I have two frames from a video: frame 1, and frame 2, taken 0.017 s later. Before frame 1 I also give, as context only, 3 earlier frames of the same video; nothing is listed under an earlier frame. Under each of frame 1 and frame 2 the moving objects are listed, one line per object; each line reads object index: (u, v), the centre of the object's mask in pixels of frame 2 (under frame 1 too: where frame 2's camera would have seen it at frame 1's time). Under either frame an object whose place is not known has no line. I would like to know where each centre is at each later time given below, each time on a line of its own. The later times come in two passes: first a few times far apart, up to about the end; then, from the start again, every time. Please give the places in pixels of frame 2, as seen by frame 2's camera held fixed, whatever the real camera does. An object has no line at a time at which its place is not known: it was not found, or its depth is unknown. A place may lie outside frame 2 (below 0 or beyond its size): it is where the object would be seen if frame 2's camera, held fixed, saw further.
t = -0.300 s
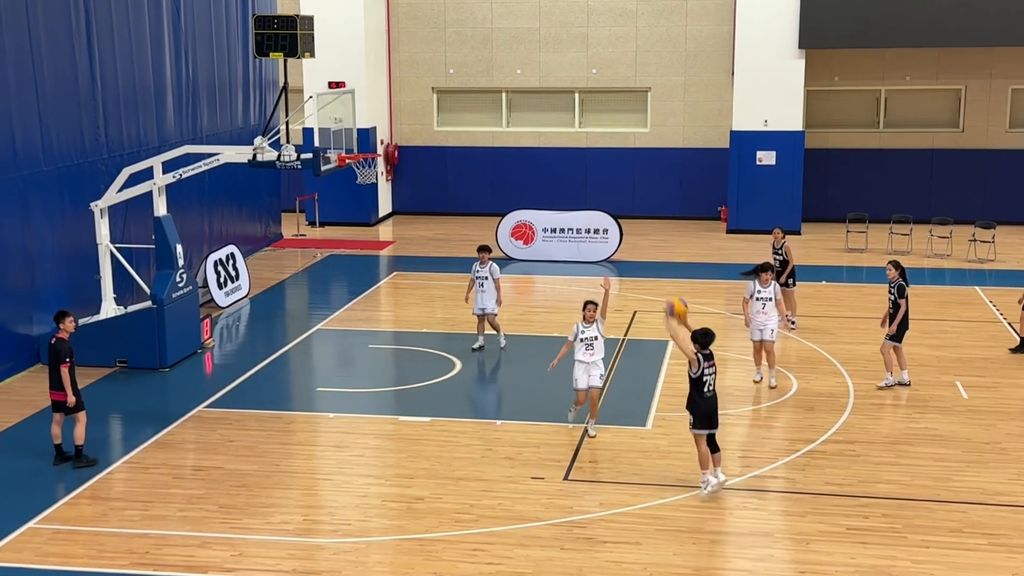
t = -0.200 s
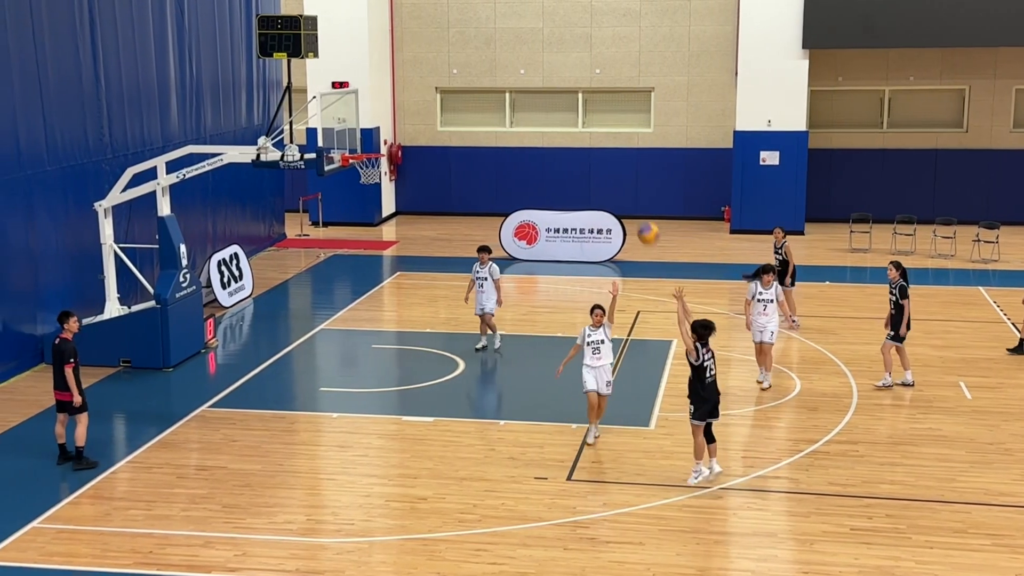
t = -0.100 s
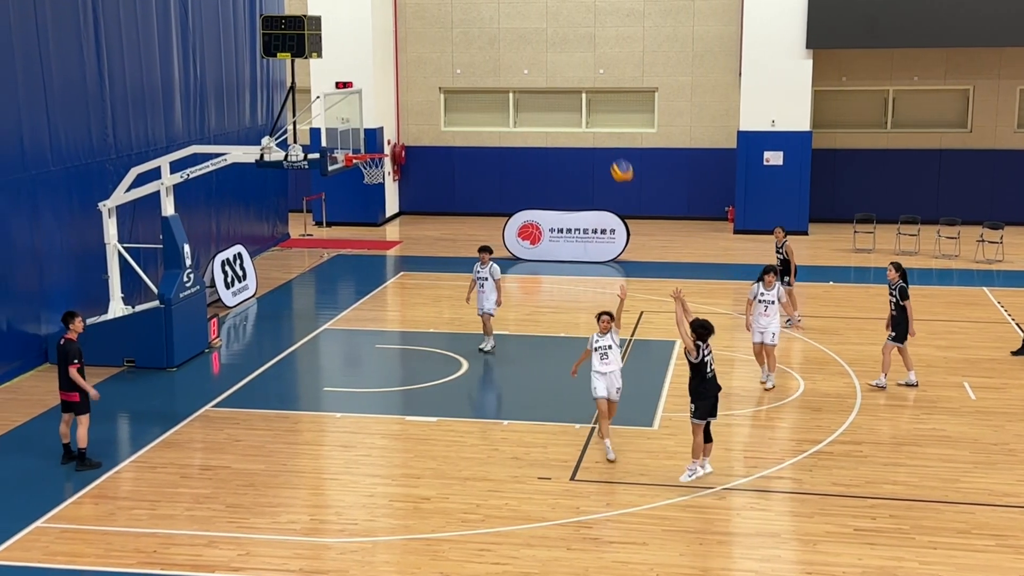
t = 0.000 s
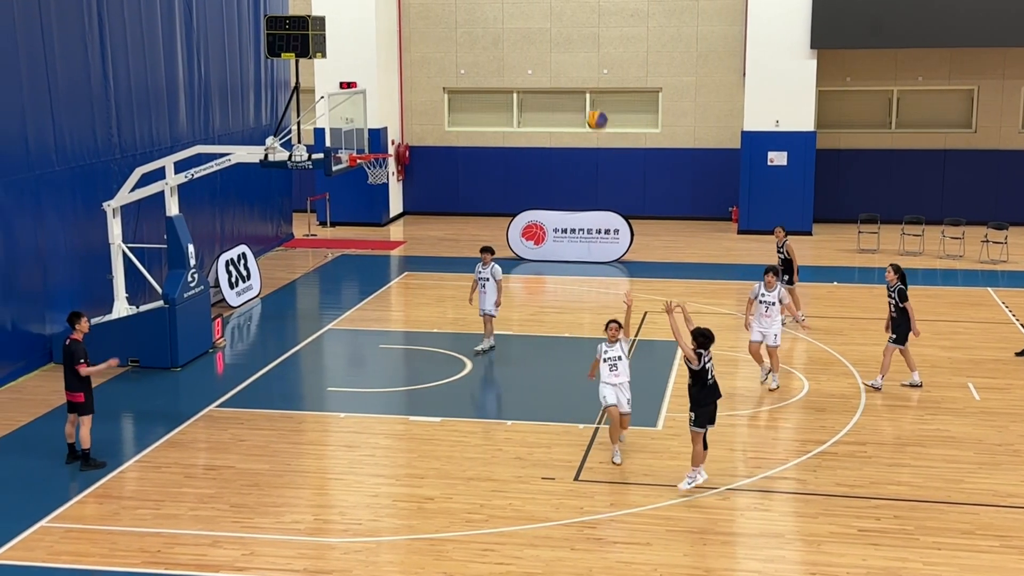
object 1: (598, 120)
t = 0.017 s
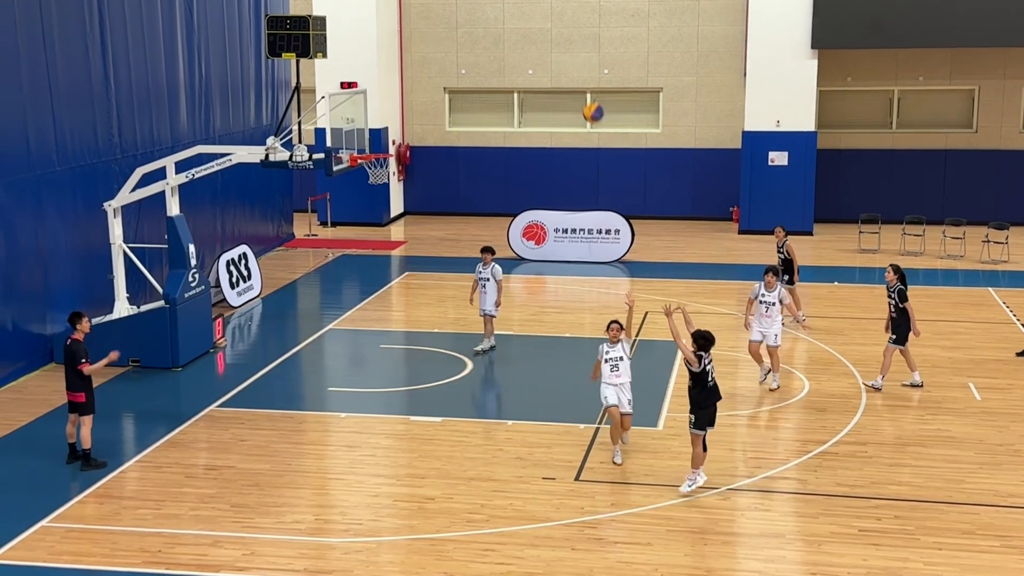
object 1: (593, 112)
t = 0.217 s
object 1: (540, 46)
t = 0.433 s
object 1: (488, 16)
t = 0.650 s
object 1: (442, 27)
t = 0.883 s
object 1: (399, 76)
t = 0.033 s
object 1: (588, 104)
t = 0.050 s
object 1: (584, 98)
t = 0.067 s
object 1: (579, 92)
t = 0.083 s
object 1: (575, 85)
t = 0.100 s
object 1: (570, 80)
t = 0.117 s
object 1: (566, 74)
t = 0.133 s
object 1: (562, 69)
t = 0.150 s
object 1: (557, 63)
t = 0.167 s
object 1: (553, 59)
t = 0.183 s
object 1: (549, 54)
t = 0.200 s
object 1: (544, 50)
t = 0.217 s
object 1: (540, 46)
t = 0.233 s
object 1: (536, 42)
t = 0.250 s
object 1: (532, 38)
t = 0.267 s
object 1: (528, 35)
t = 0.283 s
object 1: (524, 32)
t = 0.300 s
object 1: (519, 30)
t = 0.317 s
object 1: (515, 27)
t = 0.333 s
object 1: (511, 25)
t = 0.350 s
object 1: (507, 23)
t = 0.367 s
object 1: (503, 21)
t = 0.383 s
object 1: (500, 19)
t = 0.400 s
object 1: (496, 18)
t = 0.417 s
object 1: (492, 17)
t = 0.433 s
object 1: (488, 16)
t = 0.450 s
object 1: (484, 16)
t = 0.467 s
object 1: (480, 16)
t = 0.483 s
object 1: (477, 16)
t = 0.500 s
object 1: (473, 16)
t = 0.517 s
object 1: (470, 16)
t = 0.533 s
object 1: (466, 17)
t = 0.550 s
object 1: (463, 18)
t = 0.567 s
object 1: (459, 19)
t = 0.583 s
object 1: (456, 20)
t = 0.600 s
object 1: (452, 22)
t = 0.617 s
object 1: (449, 23)
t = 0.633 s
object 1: (445, 25)
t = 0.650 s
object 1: (442, 27)
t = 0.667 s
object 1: (439, 30)
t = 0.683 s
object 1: (435, 32)
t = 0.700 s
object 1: (432, 35)
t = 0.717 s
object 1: (429, 38)
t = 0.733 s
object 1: (426, 41)
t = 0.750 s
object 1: (423, 44)
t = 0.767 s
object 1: (420, 48)
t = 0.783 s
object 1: (416, 51)
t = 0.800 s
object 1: (413, 55)
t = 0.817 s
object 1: (411, 59)
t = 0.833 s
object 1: (407, 63)
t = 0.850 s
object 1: (404, 67)
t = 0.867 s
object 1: (402, 72)
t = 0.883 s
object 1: (399, 76)
